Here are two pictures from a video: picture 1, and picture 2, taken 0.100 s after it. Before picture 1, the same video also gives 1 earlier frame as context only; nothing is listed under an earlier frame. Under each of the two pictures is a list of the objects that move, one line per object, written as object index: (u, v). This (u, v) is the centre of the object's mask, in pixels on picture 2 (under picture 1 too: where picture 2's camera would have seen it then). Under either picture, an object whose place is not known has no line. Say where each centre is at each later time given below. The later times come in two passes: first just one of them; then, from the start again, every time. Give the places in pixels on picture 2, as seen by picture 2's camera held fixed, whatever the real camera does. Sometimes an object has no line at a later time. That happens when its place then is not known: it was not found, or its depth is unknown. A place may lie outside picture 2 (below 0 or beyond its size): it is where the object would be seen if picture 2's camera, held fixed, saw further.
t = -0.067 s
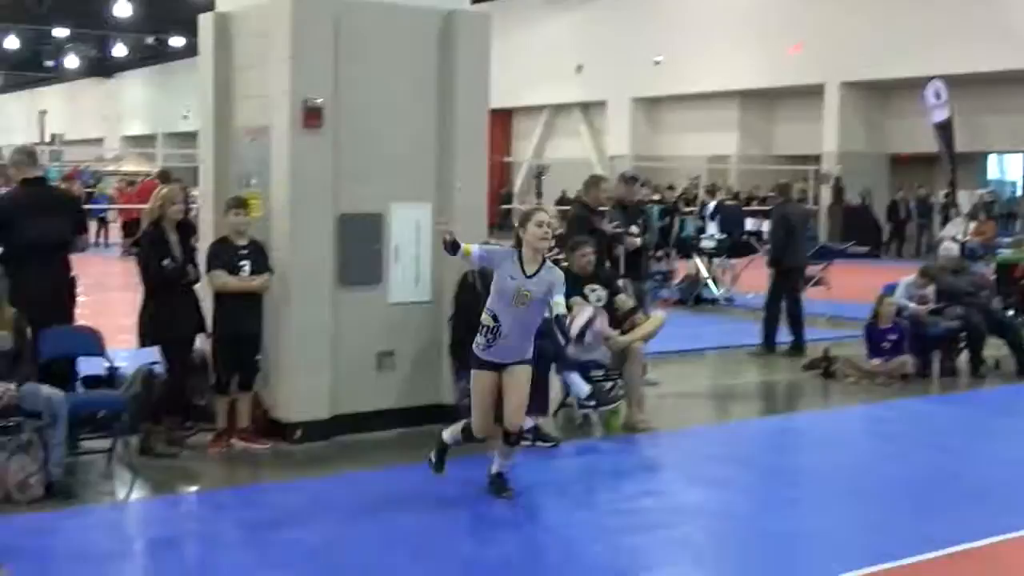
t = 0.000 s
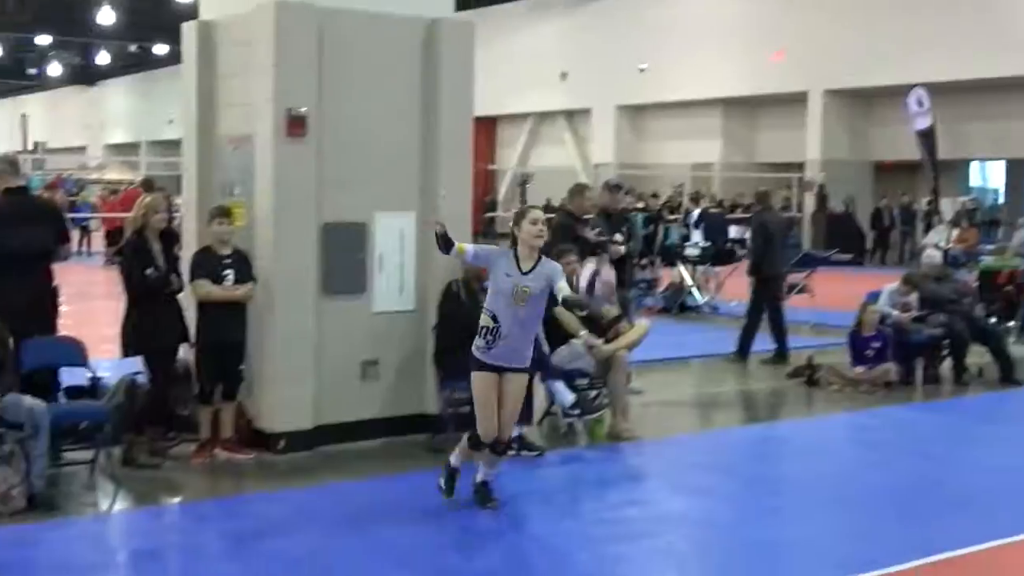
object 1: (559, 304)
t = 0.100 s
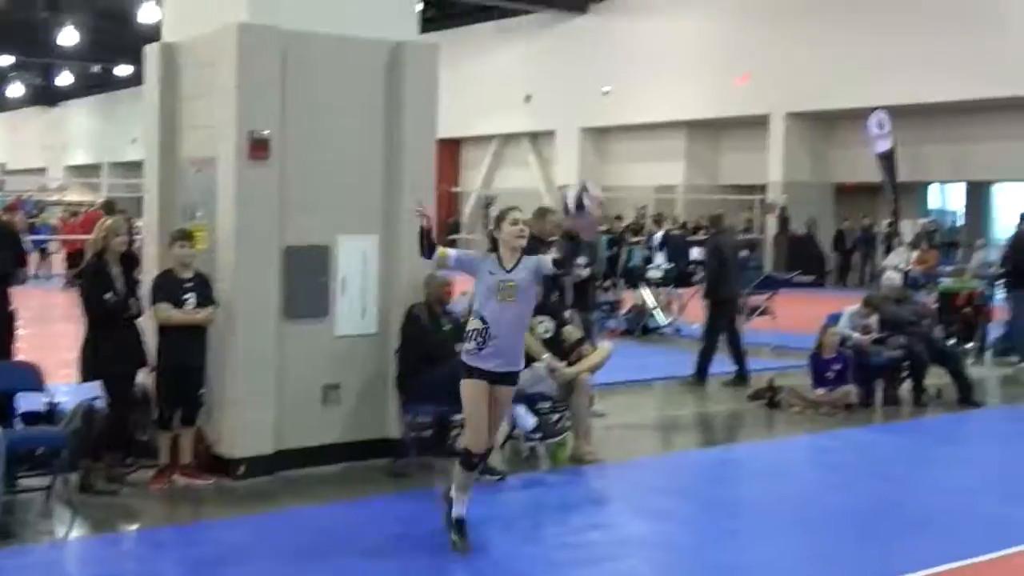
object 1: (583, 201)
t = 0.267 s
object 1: (617, 69)
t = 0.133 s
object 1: (588, 171)
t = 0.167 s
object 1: (596, 145)
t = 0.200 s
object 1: (603, 113)
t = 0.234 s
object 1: (608, 93)
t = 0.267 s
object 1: (617, 69)
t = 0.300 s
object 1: (627, 44)
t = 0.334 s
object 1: (634, 24)
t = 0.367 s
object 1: (642, 7)
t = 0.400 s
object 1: (650, -8)
